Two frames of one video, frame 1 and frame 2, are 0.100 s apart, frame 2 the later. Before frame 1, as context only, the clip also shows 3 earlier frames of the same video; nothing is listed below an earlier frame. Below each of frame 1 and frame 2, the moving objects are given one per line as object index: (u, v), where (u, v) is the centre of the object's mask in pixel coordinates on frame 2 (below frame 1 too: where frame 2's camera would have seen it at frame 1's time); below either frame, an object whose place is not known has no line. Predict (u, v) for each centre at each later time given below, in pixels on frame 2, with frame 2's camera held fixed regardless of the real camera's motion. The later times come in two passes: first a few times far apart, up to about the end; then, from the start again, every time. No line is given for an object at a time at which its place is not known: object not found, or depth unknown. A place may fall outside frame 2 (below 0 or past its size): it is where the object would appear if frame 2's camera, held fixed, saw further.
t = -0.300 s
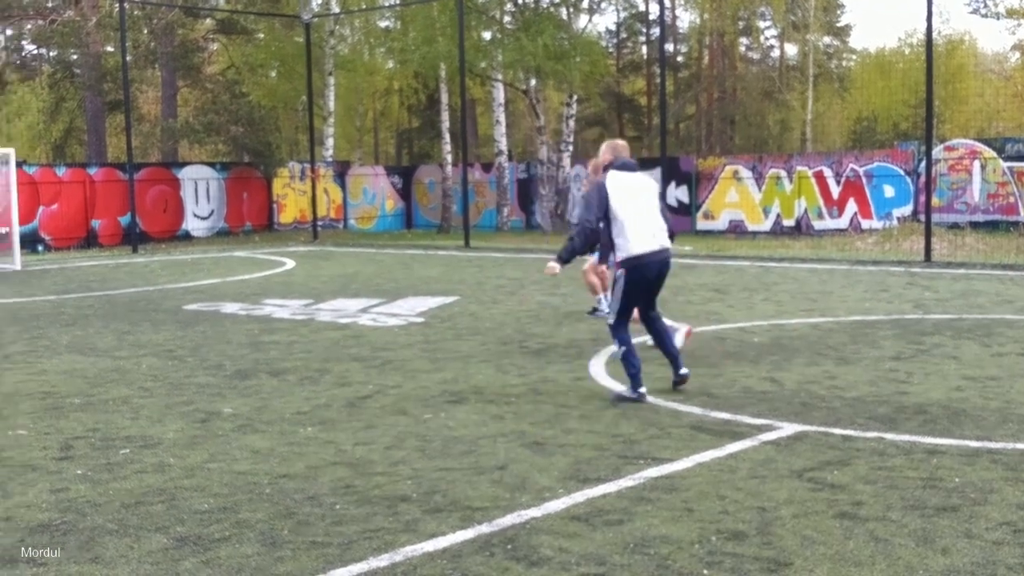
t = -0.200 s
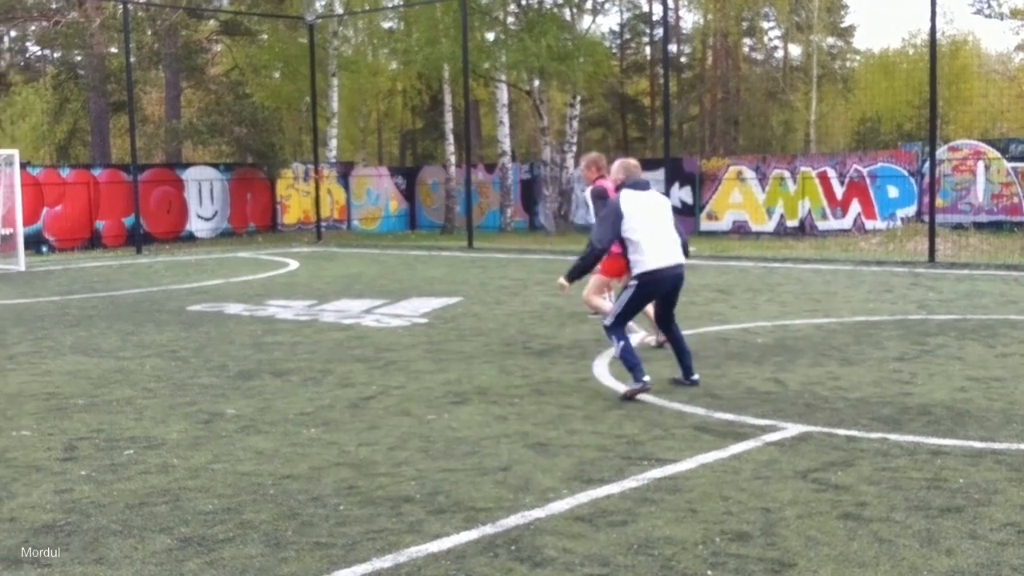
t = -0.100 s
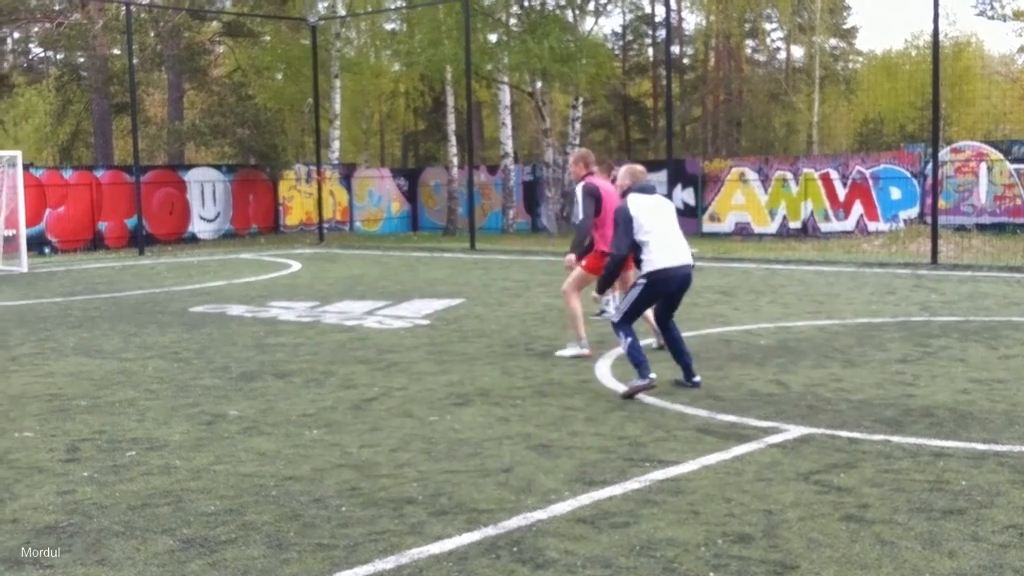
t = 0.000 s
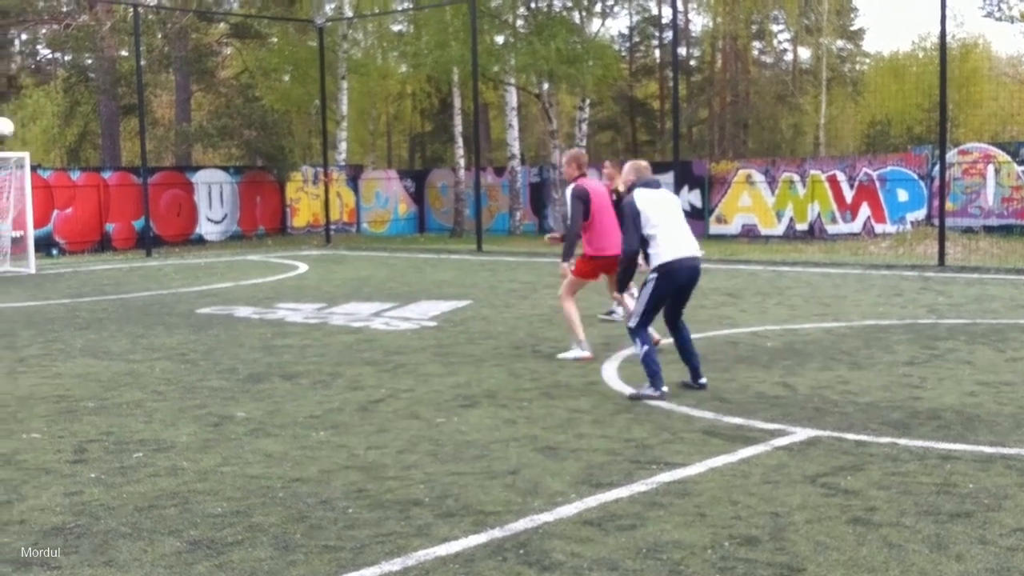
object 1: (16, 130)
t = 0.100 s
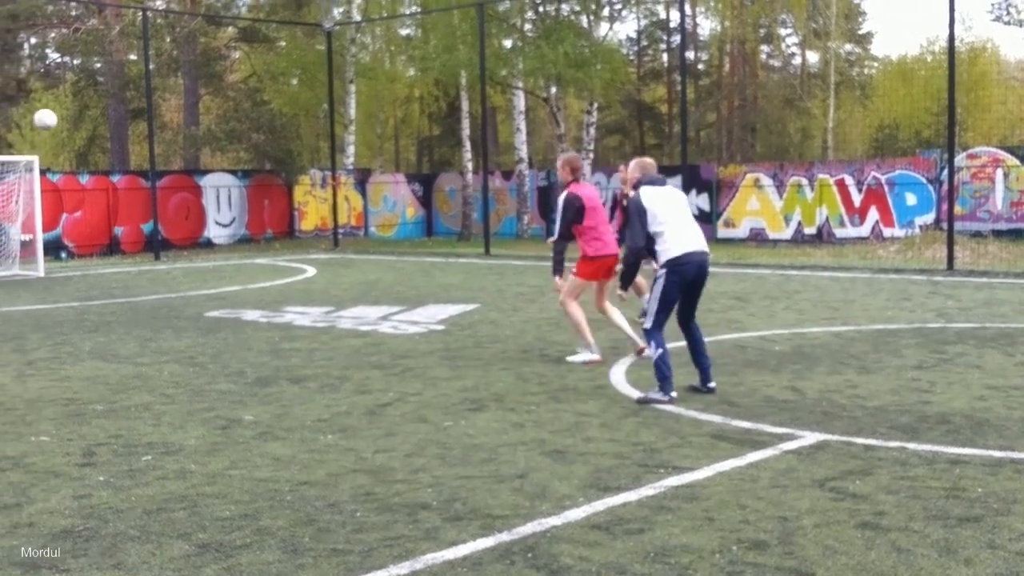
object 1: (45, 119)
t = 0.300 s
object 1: (114, 125)
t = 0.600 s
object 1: (216, 209)
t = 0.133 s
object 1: (57, 116)
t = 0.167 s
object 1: (68, 116)
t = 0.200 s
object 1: (80, 117)
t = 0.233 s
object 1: (91, 119)
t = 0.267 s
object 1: (102, 121)
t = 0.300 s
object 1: (114, 125)
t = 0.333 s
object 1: (125, 130)
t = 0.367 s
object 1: (137, 136)
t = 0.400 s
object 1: (148, 143)
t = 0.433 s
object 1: (160, 152)
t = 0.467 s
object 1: (171, 161)
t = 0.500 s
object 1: (183, 172)
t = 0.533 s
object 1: (194, 183)
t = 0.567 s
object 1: (205, 195)
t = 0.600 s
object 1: (216, 209)
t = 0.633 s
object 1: (229, 222)
